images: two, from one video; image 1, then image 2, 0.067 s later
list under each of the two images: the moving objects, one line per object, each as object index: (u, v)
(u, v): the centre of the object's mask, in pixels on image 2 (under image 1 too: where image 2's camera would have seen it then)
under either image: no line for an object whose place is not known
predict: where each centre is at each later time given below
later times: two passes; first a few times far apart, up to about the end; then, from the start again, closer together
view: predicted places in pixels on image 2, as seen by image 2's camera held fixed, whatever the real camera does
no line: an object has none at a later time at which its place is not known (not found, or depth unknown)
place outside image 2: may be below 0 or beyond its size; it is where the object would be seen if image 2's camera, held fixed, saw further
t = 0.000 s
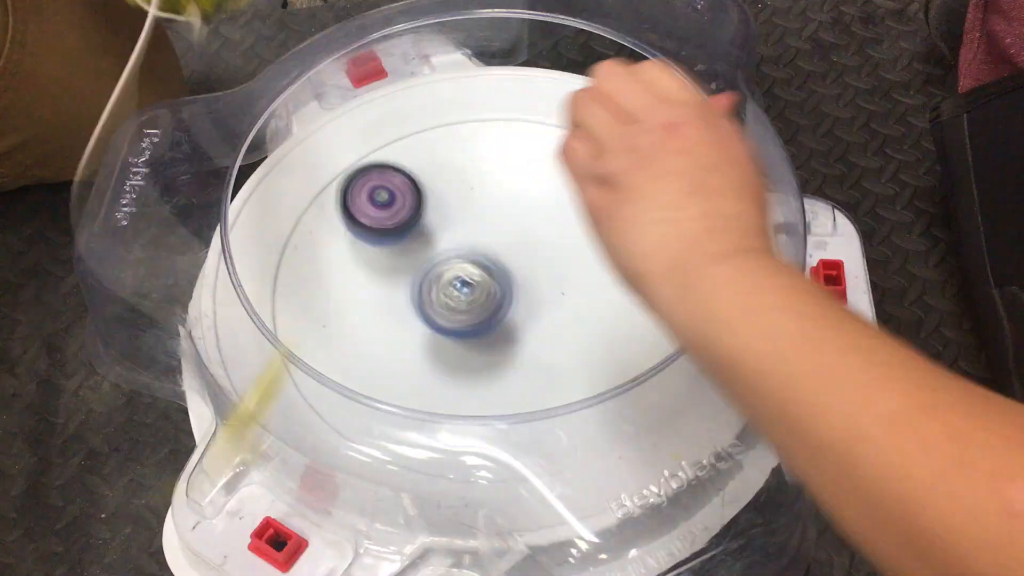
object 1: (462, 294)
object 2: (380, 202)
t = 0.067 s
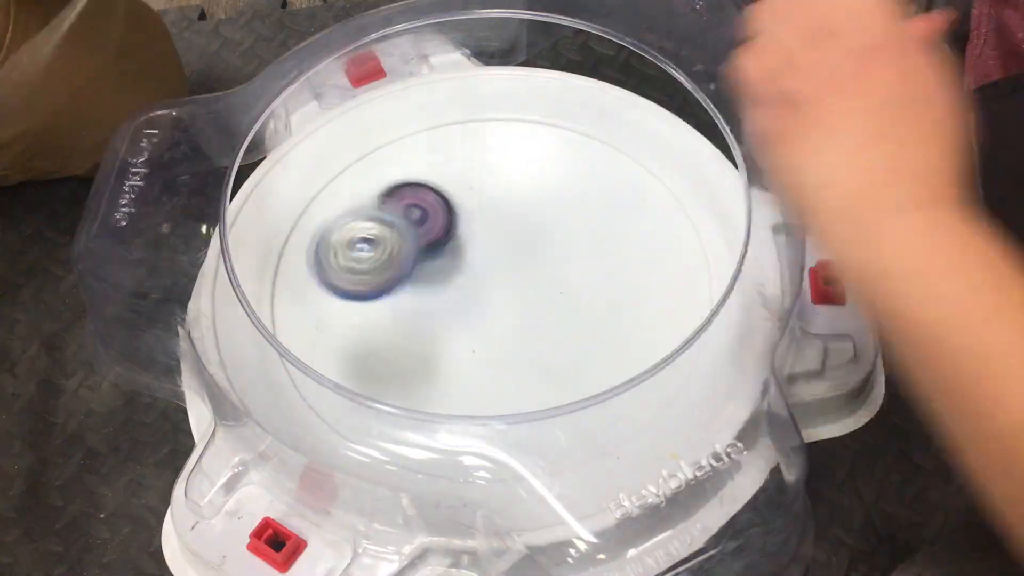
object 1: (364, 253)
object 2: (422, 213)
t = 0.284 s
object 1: (344, 275)
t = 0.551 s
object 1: (553, 182)
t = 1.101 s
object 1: (498, 110)
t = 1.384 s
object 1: (466, 245)
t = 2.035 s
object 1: (399, 176)
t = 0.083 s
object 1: (339, 251)
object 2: (426, 224)
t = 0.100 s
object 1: (315, 252)
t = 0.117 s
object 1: (293, 255)
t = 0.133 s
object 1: (291, 246)
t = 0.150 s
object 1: (293, 238)
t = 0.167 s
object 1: (297, 234)
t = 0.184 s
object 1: (301, 233)
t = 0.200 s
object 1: (307, 235)
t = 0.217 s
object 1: (313, 240)
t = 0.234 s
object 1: (320, 249)
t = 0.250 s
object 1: (327, 260)
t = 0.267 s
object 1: (336, 275)
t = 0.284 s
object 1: (344, 275)
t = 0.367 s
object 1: (404, 220)
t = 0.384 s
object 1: (417, 218)
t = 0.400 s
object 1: (431, 219)
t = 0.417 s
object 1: (445, 220)
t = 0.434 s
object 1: (458, 207)
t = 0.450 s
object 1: (471, 200)
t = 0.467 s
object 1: (486, 195)
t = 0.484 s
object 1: (500, 193)
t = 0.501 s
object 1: (513, 188)
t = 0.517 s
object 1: (527, 185)
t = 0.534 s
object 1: (540, 183)
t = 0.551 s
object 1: (553, 182)
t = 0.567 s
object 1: (565, 183)
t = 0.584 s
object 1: (577, 183)
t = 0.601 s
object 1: (589, 187)
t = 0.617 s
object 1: (598, 190)
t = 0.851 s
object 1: (619, 249)
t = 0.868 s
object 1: (608, 233)
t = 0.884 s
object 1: (598, 217)
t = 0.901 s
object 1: (589, 202)
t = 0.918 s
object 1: (578, 186)
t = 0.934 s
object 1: (569, 173)
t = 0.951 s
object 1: (560, 161)
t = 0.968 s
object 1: (552, 151)
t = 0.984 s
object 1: (543, 142)
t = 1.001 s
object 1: (535, 132)
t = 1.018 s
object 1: (526, 125)
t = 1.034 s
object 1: (520, 119)
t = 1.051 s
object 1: (513, 114)
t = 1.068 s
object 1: (508, 111)
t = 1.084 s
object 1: (502, 110)
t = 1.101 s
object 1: (498, 110)
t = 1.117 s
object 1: (494, 113)
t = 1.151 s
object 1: (487, 126)
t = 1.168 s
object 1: (483, 133)
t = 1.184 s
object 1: (481, 140)
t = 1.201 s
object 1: (478, 150)
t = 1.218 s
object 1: (476, 158)
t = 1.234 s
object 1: (474, 167)
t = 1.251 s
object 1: (473, 176)
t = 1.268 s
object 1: (472, 186)
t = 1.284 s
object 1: (471, 194)
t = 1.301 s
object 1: (471, 203)
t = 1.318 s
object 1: (469, 211)
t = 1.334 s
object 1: (469, 220)
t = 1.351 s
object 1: (468, 228)
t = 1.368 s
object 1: (467, 236)
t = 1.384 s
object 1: (466, 245)
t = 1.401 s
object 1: (466, 252)
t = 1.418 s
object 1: (465, 259)
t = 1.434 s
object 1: (464, 265)
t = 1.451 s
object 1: (463, 271)
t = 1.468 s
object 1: (461, 278)
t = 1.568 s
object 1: (450, 299)
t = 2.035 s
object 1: (399, 176)
